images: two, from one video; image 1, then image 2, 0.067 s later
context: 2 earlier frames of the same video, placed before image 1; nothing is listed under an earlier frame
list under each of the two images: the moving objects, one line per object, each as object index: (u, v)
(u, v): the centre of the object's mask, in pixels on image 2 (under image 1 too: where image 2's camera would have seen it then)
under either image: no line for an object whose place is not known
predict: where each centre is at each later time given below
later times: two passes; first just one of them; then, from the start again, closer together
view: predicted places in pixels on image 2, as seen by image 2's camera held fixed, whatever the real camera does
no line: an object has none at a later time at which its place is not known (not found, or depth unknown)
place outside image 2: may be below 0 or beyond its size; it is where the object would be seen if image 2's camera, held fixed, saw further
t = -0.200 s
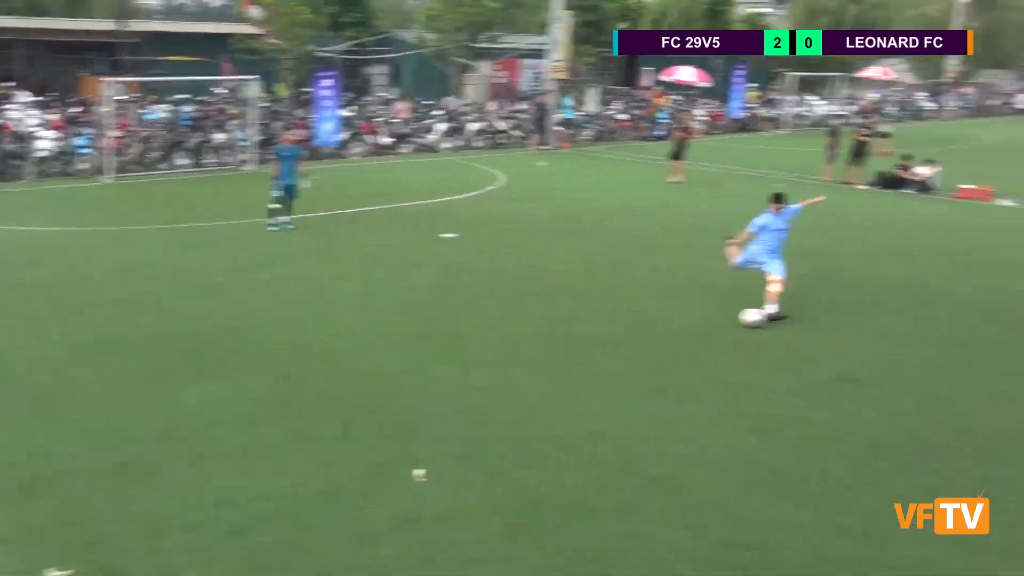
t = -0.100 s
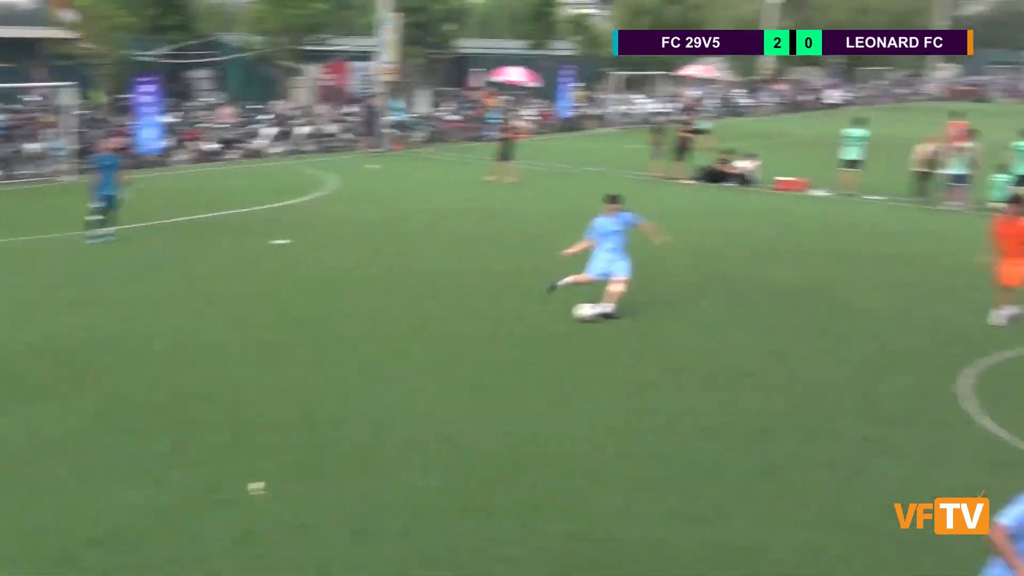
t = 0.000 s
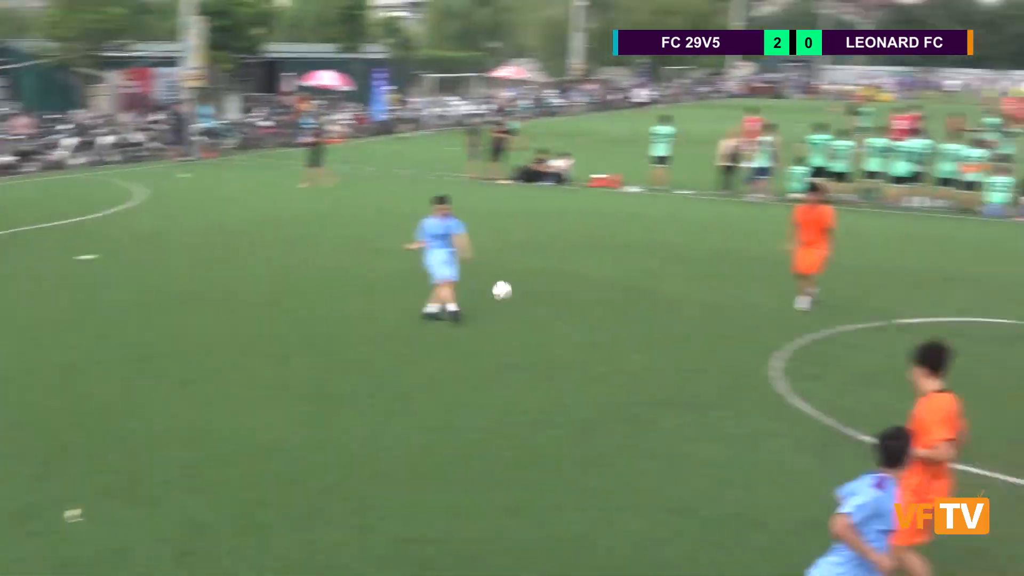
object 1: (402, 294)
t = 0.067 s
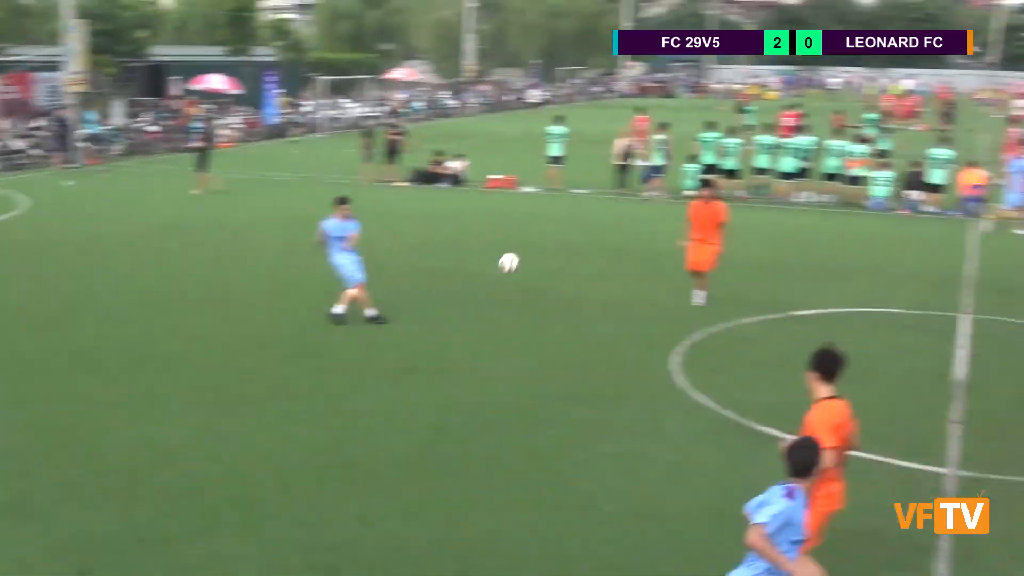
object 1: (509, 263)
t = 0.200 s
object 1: (754, 201)
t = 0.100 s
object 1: (567, 248)
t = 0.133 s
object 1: (626, 232)
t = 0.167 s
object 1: (689, 218)
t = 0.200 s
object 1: (754, 201)
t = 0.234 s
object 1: (823, 185)
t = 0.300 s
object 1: (972, 153)
